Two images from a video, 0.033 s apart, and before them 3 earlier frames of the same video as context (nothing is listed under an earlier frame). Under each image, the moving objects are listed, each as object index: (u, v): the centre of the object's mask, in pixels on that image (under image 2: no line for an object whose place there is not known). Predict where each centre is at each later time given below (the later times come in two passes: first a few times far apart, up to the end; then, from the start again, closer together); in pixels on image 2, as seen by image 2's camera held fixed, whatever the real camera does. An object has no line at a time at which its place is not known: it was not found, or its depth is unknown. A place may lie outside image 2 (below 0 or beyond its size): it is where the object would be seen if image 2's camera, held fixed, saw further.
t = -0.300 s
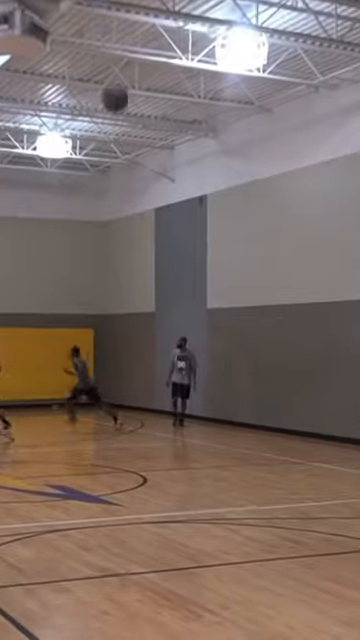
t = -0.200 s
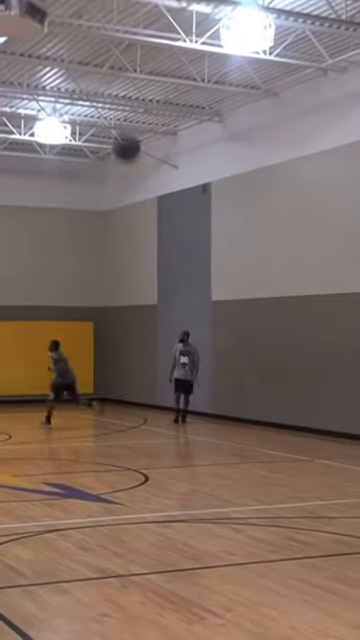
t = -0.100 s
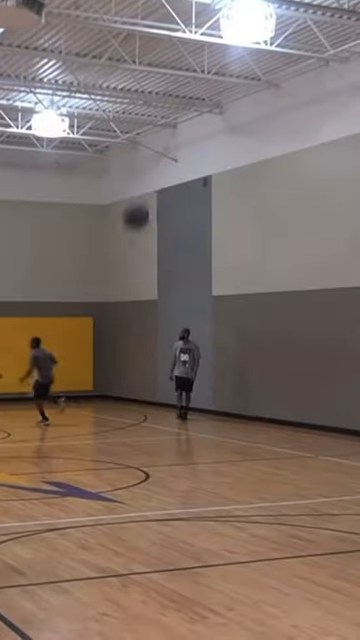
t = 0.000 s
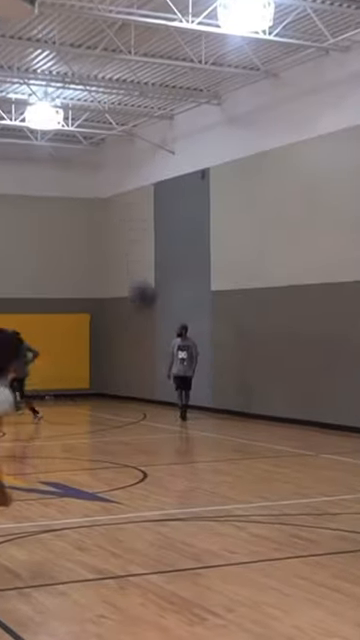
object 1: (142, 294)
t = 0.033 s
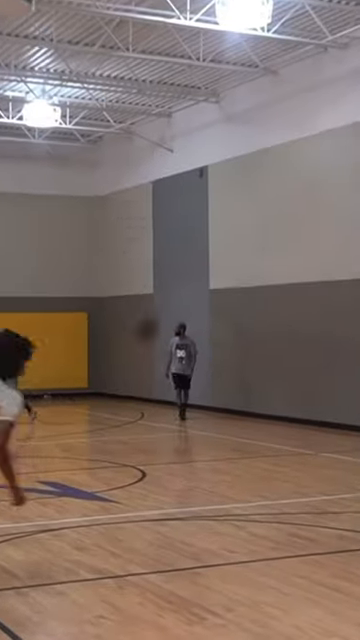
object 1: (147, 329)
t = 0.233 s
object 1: (166, 489)
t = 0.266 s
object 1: (169, 463)
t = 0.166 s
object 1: (159, 463)
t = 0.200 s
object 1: (163, 497)
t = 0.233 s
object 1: (166, 489)
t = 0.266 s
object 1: (169, 463)
